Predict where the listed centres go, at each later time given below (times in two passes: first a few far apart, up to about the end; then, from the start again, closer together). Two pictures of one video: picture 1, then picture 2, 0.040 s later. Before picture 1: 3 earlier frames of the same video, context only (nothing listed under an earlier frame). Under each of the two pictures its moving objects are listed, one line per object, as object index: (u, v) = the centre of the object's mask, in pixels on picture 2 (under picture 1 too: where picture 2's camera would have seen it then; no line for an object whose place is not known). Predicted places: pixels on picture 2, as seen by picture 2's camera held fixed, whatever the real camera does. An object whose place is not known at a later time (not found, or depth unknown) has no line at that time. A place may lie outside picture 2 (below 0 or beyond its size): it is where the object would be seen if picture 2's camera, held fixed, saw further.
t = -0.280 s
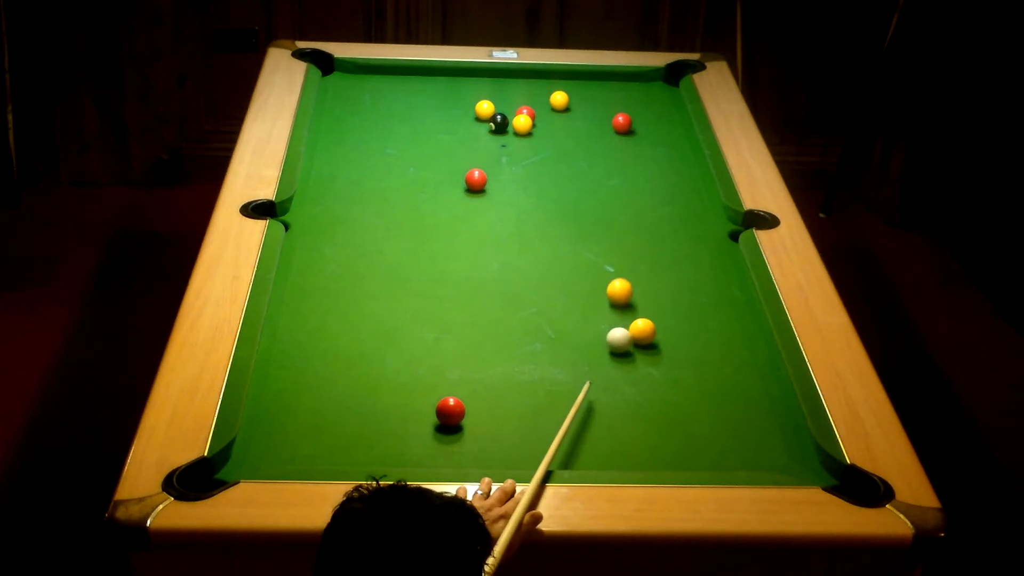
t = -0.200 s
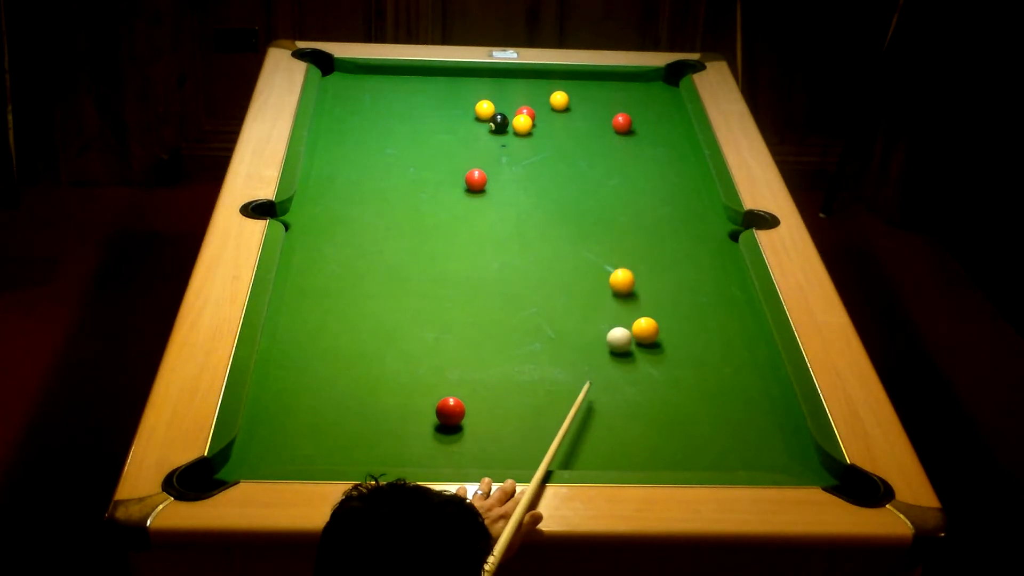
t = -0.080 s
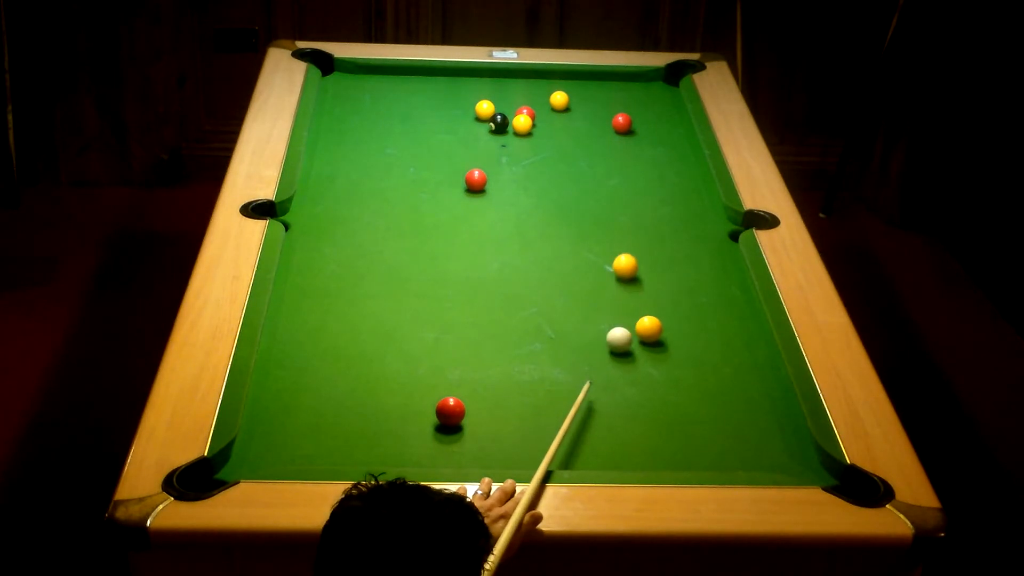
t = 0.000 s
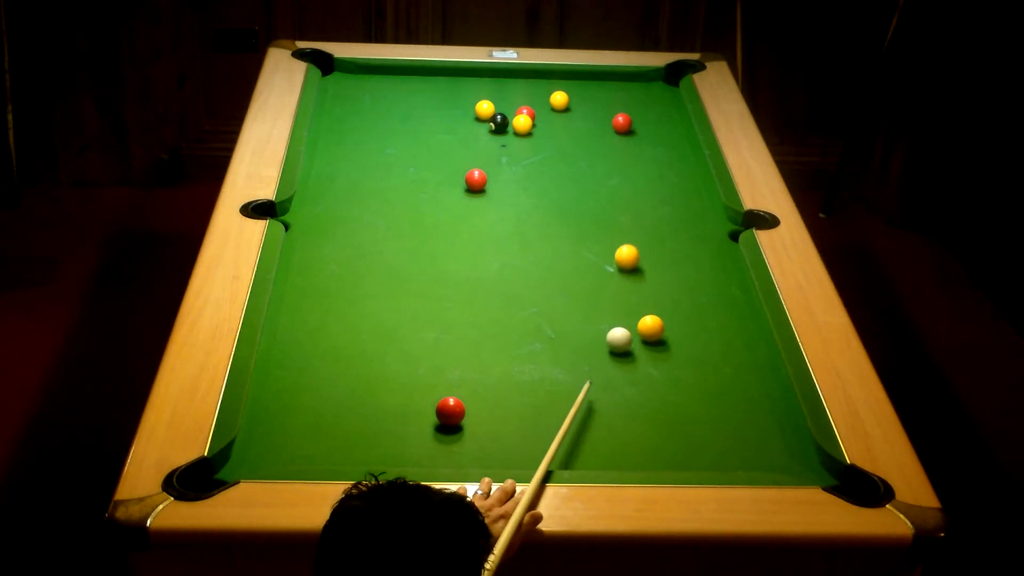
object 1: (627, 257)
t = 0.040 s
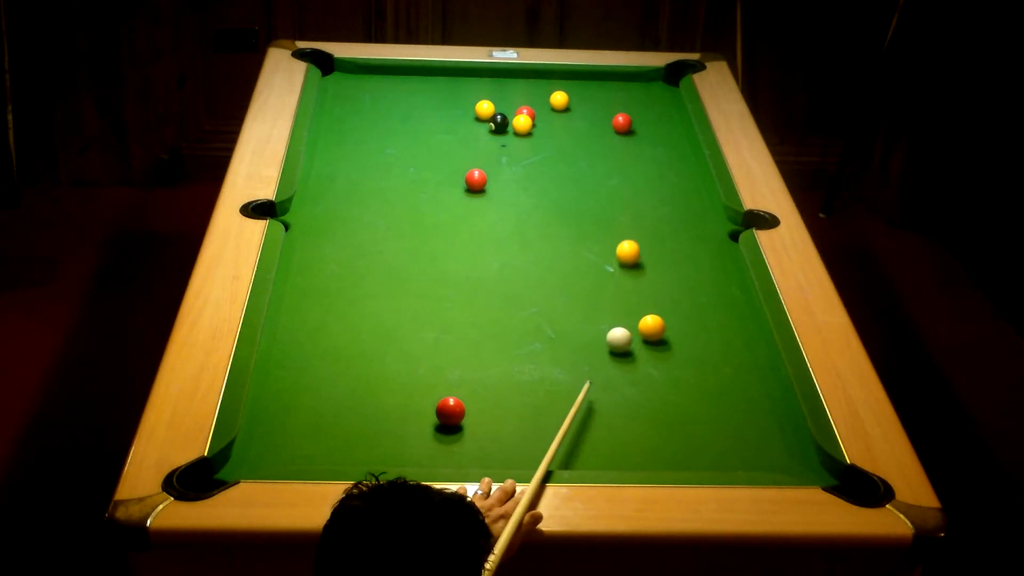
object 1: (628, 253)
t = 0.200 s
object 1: (631, 235)
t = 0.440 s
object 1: (636, 212)
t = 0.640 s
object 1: (640, 194)
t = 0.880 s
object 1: (643, 175)
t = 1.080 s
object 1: (646, 161)
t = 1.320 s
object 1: (648, 145)
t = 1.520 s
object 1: (650, 133)
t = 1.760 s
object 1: (651, 121)
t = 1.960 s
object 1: (652, 111)
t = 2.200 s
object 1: (653, 101)
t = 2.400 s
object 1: (654, 93)
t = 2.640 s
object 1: (654, 85)
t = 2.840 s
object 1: (655, 79)
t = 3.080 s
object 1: (662, 78)
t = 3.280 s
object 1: (669, 79)
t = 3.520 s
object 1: (672, 80)
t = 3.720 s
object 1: (670, 79)
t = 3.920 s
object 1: (670, 79)
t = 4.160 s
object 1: (669, 79)
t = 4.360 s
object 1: (669, 79)
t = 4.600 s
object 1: (669, 79)
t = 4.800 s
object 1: (669, 79)
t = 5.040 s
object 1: (669, 79)
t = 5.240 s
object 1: (669, 79)
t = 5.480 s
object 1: (669, 79)
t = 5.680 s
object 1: (669, 79)
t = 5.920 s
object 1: (669, 79)
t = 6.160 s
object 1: (669, 79)
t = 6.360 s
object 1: (669, 79)
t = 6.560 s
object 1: (669, 79)
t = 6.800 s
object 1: (669, 79)
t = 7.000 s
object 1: (669, 79)
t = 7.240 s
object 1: (669, 79)
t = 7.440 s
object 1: (669, 79)
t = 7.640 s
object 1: (669, 79)
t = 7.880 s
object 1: (669, 79)
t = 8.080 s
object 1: (669, 79)
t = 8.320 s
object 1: (669, 79)
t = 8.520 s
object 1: (669, 79)
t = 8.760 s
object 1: (669, 79)
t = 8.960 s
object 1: (669, 79)
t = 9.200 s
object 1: (669, 79)
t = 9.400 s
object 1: (669, 79)
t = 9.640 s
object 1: (669, 79)
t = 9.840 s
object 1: (669, 79)
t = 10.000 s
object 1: (669, 79)
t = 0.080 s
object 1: (629, 248)
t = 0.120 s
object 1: (630, 244)
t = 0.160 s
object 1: (630, 239)
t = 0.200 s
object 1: (631, 235)
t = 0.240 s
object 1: (632, 231)
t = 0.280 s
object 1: (633, 227)
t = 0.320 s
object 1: (634, 223)
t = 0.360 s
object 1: (635, 219)
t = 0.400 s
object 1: (635, 215)
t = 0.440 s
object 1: (636, 212)
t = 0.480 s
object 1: (637, 208)
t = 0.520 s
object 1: (637, 204)
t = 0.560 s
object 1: (638, 201)
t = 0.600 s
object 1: (639, 197)
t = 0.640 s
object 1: (640, 194)
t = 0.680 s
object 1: (640, 191)
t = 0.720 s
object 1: (641, 187)
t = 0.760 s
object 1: (641, 184)
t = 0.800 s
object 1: (642, 181)
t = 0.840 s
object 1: (643, 178)
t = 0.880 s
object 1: (643, 175)
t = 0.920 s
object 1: (644, 172)
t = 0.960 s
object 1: (644, 169)
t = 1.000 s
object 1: (645, 166)
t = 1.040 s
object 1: (645, 163)
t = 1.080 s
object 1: (646, 161)
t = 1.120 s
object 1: (646, 158)
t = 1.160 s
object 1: (646, 155)
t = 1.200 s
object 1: (647, 153)
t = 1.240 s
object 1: (647, 150)
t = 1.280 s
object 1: (647, 148)
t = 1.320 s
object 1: (648, 145)
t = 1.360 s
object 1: (648, 143)
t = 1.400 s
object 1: (648, 140)
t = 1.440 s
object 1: (649, 138)
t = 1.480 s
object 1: (649, 136)
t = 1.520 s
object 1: (650, 133)
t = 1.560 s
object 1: (650, 132)
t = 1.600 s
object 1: (650, 129)
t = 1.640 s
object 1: (650, 127)
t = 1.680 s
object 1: (650, 125)
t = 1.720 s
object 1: (651, 123)
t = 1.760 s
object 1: (651, 121)
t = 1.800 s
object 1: (651, 119)
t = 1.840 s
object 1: (651, 117)
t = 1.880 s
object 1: (651, 115)
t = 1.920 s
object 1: (652, 113)
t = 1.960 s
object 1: (652, 111)
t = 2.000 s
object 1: (652, 109)
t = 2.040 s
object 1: (652, 108)
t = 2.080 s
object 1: (653, 106)
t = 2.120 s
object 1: (653, 104)
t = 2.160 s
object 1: (653, 103)
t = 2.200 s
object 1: (653, 101)
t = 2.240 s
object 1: (653, 100)
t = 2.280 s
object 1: (653, 98)
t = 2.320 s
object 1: (653, 96)
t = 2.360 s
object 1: (654, 95)
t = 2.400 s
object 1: (654, 93)
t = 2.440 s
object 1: (654, 92)
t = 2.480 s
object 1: (654, 91)
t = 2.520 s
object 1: (654, 89)
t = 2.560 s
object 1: (654, 88)
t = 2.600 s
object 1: (654, 86)
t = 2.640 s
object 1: (654, 85)
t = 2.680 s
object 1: (654, 84)
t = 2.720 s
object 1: (655, 82)
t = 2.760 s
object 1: (655, 81)
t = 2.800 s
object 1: (655, 80)
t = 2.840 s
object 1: (655, 79)
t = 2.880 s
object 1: (655, 78)
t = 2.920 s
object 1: (655, 77)
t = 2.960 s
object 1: (656, 77)
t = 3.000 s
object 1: (658, 77)
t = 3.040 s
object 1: (660, 77)
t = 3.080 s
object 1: (662, 78)
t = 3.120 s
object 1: (663, 78)
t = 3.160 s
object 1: (665, 78)
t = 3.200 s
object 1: (666, 79)
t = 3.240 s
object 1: (668, 79)
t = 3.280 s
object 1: (669, 79)
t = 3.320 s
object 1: (670, 79)
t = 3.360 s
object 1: (672, 80)
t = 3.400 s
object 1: (673, 80)
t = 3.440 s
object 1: (673, 80)
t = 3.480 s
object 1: (672, 80)
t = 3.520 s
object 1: (672, 80)
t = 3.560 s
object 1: (671, 80)
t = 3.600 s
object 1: (671, 80)
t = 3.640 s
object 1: (671, 80)
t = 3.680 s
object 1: (670, 79)
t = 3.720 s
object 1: (670, 79)
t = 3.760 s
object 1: (670, 79)
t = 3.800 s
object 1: (670, 79)
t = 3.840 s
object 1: (670, 79)
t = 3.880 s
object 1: (670, 79)
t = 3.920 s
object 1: (670, 79)
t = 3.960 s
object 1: (669, 79)
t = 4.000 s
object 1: (669, 79)
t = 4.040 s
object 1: (669, 79)
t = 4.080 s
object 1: (669, 79)
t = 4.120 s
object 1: (669, 79)
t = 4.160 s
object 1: (669, 79)
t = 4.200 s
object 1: (669, 79)
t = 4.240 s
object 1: (669, 79)
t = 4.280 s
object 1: (669, 79)
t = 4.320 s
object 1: (669, 79)
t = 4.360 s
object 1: (669, 79)
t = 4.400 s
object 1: (669, 79)
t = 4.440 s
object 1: (669, 79)
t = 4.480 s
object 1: (669, 79)
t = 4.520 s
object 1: (669, 79)
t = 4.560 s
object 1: (669, 79)
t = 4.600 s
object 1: (669, 79)
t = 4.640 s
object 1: (669, 79)
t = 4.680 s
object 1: (669, 79)
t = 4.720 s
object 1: (669, 79)
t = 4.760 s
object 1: (669, 79)
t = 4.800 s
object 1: (669, 79)
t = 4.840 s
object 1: (669, 79)
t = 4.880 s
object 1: (669, 79)
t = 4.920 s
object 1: (669, 79)
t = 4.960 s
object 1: (669, 79)
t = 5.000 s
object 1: (669, 79)
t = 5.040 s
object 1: (669, 79)
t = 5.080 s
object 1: (669, 79)
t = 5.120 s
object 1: (669, 79)
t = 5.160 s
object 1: (669, 79)
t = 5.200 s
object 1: (669, 79)
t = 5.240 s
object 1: (669, 79)
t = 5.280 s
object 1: (669, 79)
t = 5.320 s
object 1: (669, 79)
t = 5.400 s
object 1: (669, 79)
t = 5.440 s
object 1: (669, 79)
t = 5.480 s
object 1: (669, 79)
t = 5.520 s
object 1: (669, 79)
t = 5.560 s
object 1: (669, 79)
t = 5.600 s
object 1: (669, 79)
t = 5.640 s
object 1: (669, 79)
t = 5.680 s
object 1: (669, 79)
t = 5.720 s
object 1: (669, 79)
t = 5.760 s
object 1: (669, 79)
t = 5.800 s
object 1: (669, 79)
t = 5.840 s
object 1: (669, 79)
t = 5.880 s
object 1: (669, 80)
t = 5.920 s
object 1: (669, 79)
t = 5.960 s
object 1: (669, 79)
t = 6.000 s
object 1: (669, 79)
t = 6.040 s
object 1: (669, 79)
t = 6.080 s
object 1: (669, 79)
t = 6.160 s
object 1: (669, 79)
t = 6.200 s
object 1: (669, 79)
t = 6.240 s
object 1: (669, 79)
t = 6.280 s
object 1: (669, 79)
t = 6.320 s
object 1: (669, 79)
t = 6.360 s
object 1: (669, 79)
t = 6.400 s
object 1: (669, 79)
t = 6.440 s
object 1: (670, 80)
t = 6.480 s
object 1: (669, 79)
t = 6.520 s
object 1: (669, 79)
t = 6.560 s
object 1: (669, 79)
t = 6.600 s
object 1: (669, 79)
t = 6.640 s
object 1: (669, 79)
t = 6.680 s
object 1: (670, 79)
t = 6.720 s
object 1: (669, 79)
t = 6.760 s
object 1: (669, 79)
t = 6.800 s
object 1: (669, 79)
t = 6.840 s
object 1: (669, 79)
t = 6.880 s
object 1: (669, 79)
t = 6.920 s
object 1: (669, 79)
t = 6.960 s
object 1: (669, 79)
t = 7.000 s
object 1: (669, 79)
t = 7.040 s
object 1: (669, 79)
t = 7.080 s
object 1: (669, 79)
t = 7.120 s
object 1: (669, 79)
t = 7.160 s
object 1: (669, 79)
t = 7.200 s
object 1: (669, 79)
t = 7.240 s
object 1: (669, 79)
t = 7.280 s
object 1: (669, 79)
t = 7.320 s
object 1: (669, 79)
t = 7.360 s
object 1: (669, 79)
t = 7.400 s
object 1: (669, 79)
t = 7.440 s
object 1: (669, 79)
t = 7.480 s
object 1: (669, 79)
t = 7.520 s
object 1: (669, 79)
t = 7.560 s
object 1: (669, 79)
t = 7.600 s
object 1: (669, 79)
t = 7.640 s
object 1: (669, 79)
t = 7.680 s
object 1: (669, 79)
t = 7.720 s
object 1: (669, 79)
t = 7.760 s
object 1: (669, 79)
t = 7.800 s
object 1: (669, 79)
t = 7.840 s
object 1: (669, 79)
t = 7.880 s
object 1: (669, 79)
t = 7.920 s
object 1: (669, 79)
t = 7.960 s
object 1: (669, 79)
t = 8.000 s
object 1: (669, 79)
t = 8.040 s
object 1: (669, 79)
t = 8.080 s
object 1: (669, 79)
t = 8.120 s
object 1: (669, 79)
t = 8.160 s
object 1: (669, 79)
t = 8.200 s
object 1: (669, 79)
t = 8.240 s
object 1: (669, 79)
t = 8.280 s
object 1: (669, 79)
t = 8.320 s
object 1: (669, 79)
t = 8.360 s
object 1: (669, 79)
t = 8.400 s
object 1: (669, 79)
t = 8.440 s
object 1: (669, 79)
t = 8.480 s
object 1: (669, 79)
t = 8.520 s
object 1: (669, 79)
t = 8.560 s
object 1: (669, 79)
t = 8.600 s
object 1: (669, 79)
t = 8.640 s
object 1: (669, 79)
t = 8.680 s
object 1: (669, 79)
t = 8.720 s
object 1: (669, 79)
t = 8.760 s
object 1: (669, 79)
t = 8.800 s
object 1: (669, 79)
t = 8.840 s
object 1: (669, 79)
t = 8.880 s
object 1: (669, 79)
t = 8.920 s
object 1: (669, 79)
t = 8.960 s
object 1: (669, 79)
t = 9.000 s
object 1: (669, 79)
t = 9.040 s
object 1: (669, 79)
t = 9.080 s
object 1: (669, 79)
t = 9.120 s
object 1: (669, 79)
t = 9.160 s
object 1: (669, 79)
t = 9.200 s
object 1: (669, 79)
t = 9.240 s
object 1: (669, 79)
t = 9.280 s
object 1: (669, 79)
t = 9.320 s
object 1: (669, 79)
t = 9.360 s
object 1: (669, 79)
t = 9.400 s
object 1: (669, 79)
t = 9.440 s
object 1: (669, 79)
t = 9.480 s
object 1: (669, 79)
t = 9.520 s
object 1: (669, 79)
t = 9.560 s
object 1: (669, 79)
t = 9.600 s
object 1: (669, 79)
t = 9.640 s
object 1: (669, 79)
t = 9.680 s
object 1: (669, 79)
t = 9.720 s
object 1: (669, 79)
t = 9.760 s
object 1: (669, 79)
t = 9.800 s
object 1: (669, 79)
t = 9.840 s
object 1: (669, 79)
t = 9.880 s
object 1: (669, 79)
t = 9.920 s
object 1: (669, 79)
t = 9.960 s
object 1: (669, 79)
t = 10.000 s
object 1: (669, 79)
